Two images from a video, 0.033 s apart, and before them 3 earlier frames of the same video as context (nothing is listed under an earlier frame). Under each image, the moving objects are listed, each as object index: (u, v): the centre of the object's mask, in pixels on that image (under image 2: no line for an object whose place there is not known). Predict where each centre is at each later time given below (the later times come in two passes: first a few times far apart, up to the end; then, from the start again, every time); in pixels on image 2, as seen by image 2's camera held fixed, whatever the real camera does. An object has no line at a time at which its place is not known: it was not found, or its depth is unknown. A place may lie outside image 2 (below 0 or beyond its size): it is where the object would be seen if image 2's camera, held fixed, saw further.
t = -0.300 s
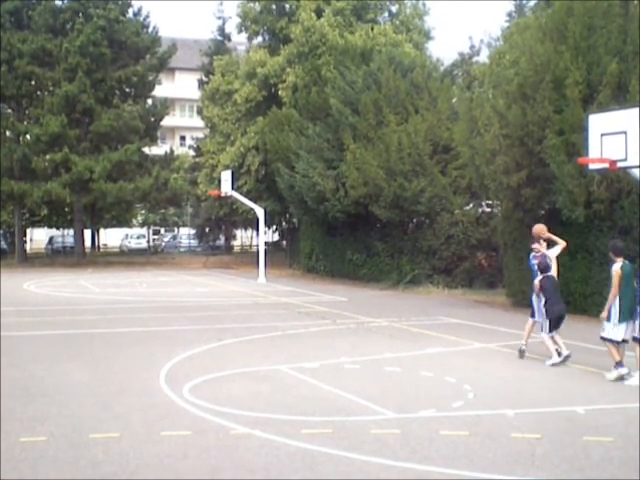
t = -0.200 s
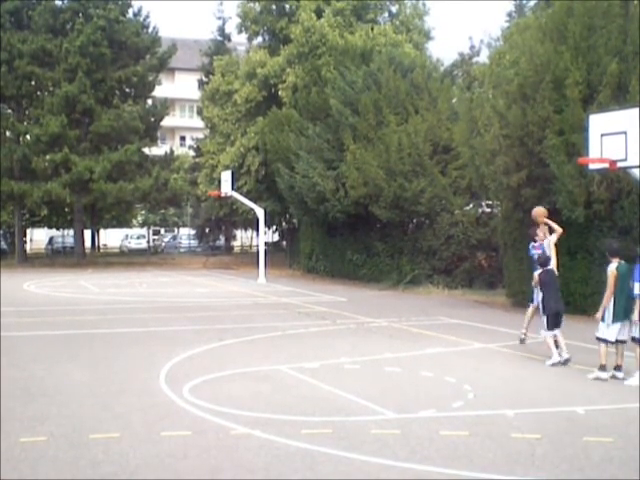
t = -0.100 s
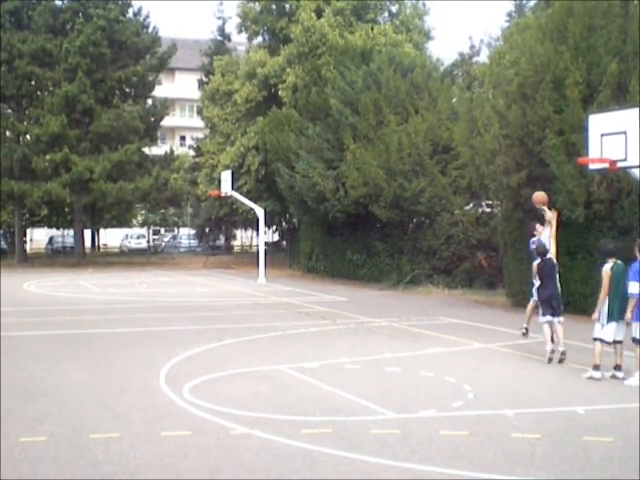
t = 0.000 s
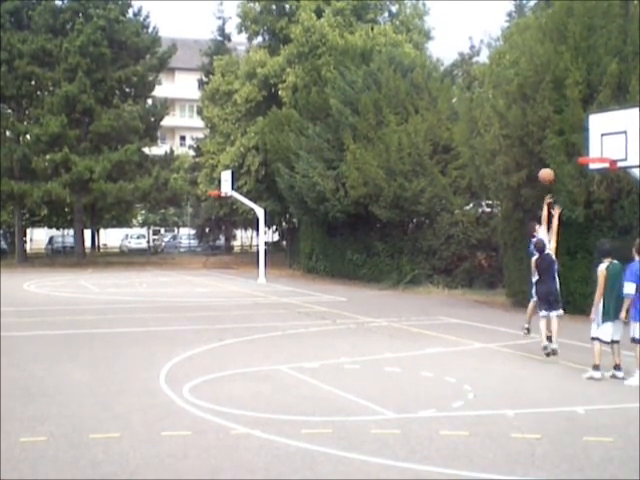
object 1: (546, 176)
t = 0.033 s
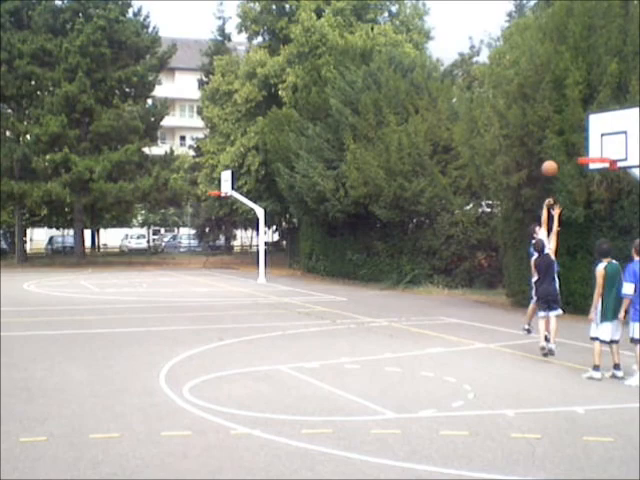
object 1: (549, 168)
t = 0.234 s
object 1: (569, 137)
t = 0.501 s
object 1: (596, 137)
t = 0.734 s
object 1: (601, 142)
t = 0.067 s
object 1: (552, 161)
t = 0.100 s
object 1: (556, 155)
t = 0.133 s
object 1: (559, 149)
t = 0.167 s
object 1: (563, 144)
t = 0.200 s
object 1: (566, 141)
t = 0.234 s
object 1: (569, 137)
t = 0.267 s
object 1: (572, 135)
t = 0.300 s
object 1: (575, 132)
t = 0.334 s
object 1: (579, 132)
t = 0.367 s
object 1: (581, 130)
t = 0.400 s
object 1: (585, 130)
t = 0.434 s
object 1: (588, 133)
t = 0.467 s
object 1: (592, 134)
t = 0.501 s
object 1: (596, 137)
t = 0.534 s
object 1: (600, 140)
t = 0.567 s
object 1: (603, 144)
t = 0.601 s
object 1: (606, 148)
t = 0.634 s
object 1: (606, 149)
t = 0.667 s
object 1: (604, 146)
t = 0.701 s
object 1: (602, 144)
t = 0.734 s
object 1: (601, 142)
